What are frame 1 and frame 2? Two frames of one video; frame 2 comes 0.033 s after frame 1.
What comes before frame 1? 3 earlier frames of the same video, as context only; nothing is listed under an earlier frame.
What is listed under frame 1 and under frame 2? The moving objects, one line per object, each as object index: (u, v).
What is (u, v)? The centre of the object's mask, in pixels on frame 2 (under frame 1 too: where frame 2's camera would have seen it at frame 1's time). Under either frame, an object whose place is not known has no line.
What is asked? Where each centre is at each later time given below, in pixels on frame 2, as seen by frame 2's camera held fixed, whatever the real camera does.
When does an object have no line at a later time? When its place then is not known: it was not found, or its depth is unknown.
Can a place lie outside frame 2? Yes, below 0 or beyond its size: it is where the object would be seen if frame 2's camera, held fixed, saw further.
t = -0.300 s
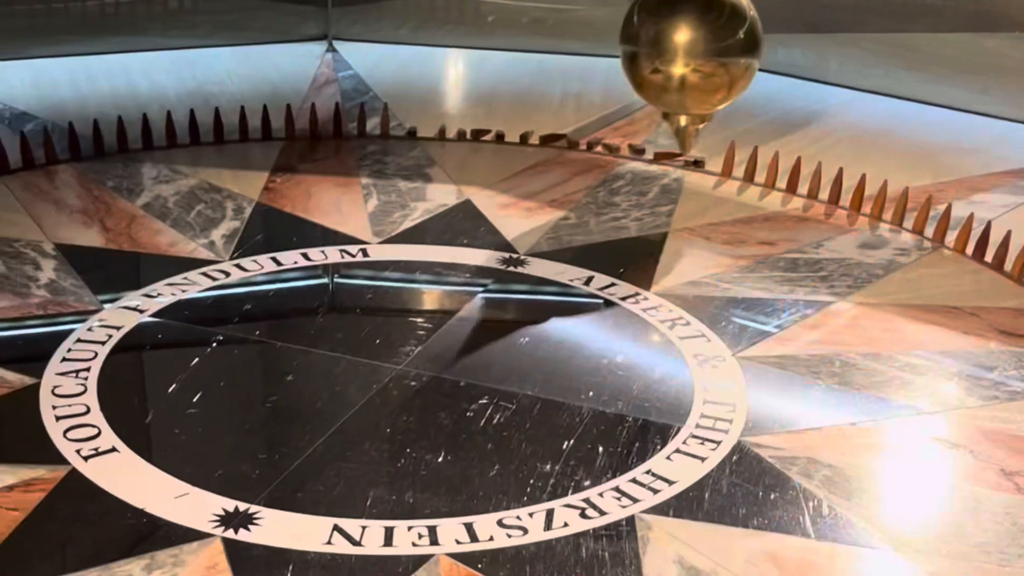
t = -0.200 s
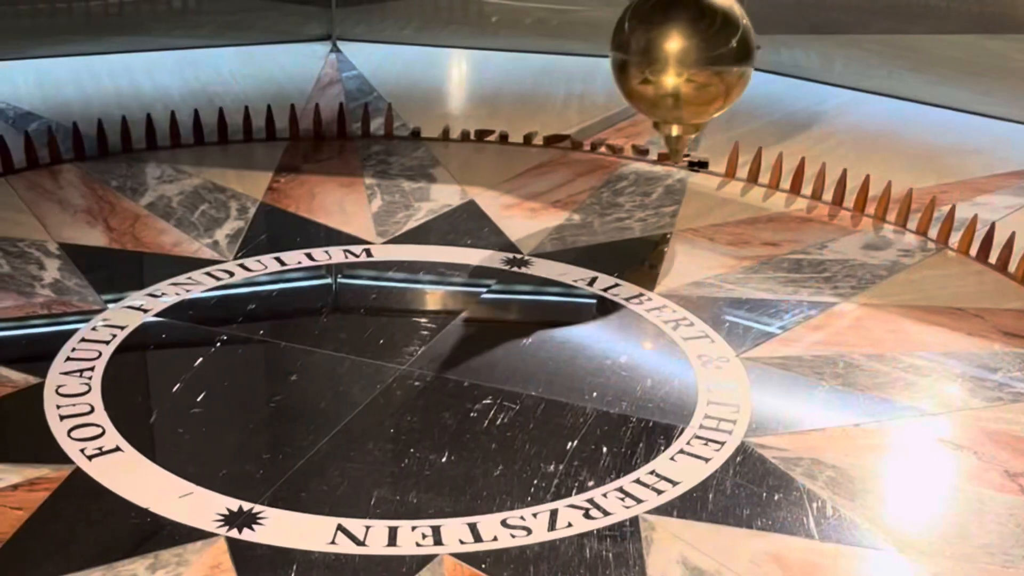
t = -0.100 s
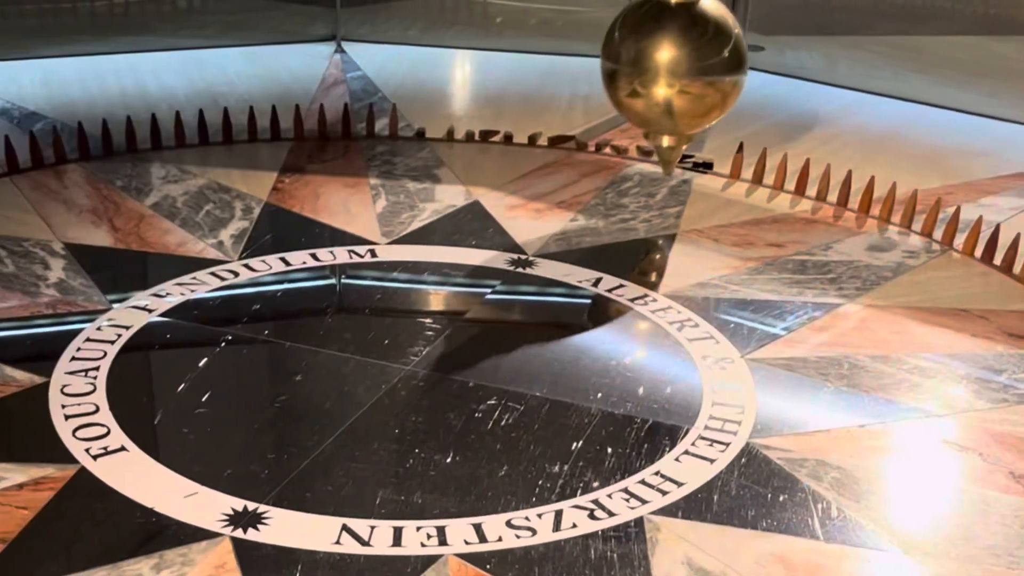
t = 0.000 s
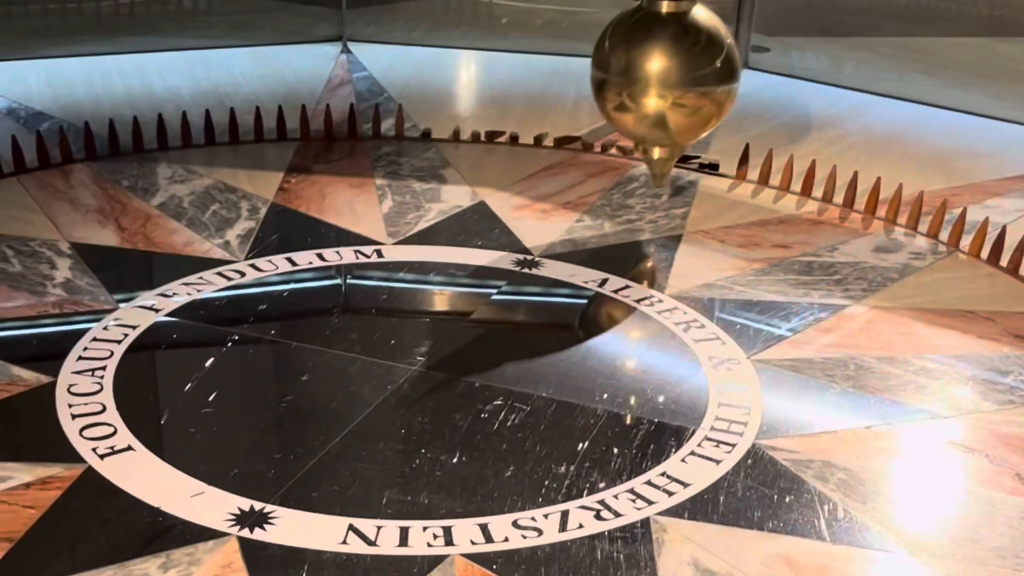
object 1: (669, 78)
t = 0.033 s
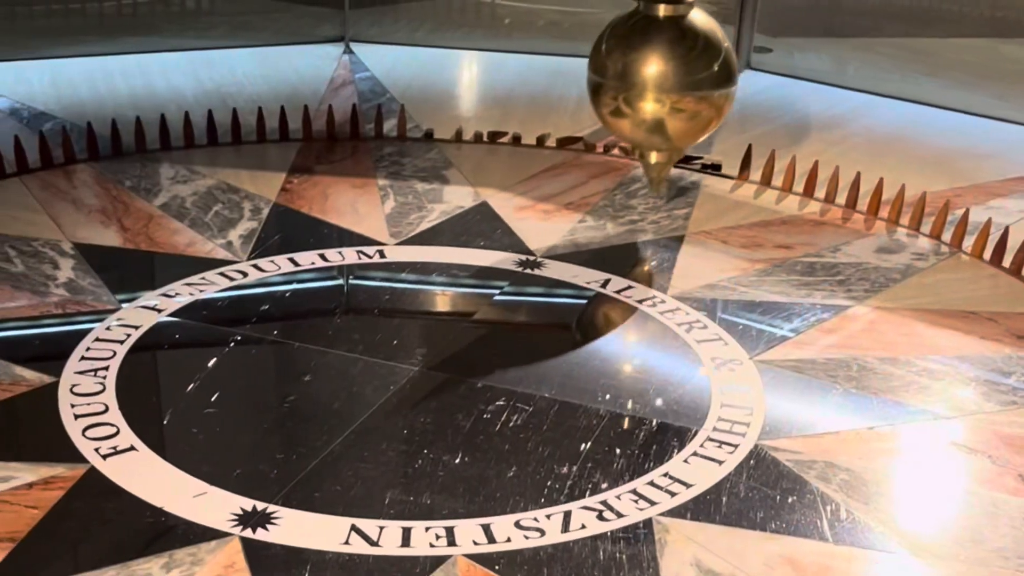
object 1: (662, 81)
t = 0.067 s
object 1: (655, 84)
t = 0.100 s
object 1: (648, 86)
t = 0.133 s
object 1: (641, 89)
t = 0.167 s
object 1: (634, 92)
